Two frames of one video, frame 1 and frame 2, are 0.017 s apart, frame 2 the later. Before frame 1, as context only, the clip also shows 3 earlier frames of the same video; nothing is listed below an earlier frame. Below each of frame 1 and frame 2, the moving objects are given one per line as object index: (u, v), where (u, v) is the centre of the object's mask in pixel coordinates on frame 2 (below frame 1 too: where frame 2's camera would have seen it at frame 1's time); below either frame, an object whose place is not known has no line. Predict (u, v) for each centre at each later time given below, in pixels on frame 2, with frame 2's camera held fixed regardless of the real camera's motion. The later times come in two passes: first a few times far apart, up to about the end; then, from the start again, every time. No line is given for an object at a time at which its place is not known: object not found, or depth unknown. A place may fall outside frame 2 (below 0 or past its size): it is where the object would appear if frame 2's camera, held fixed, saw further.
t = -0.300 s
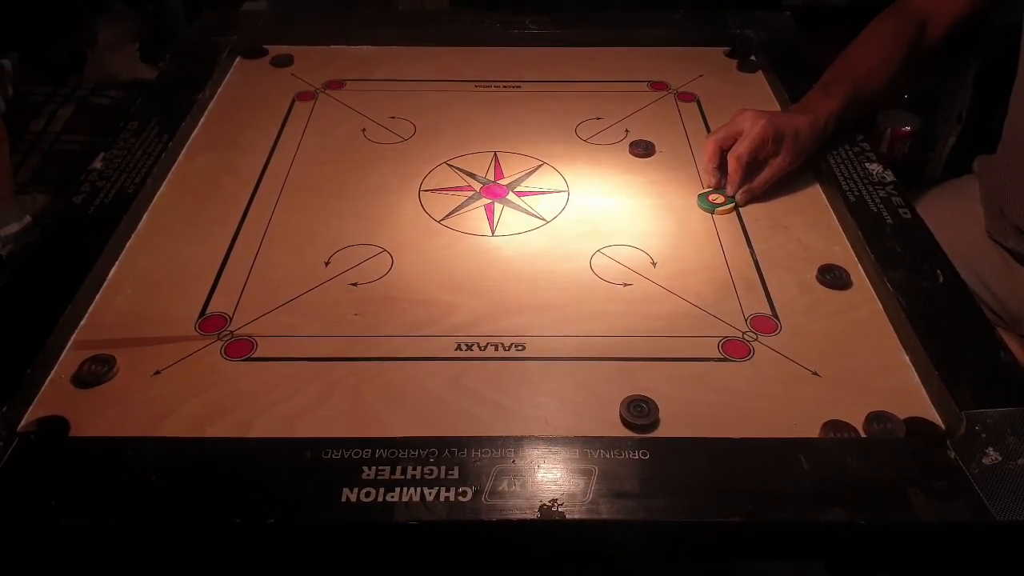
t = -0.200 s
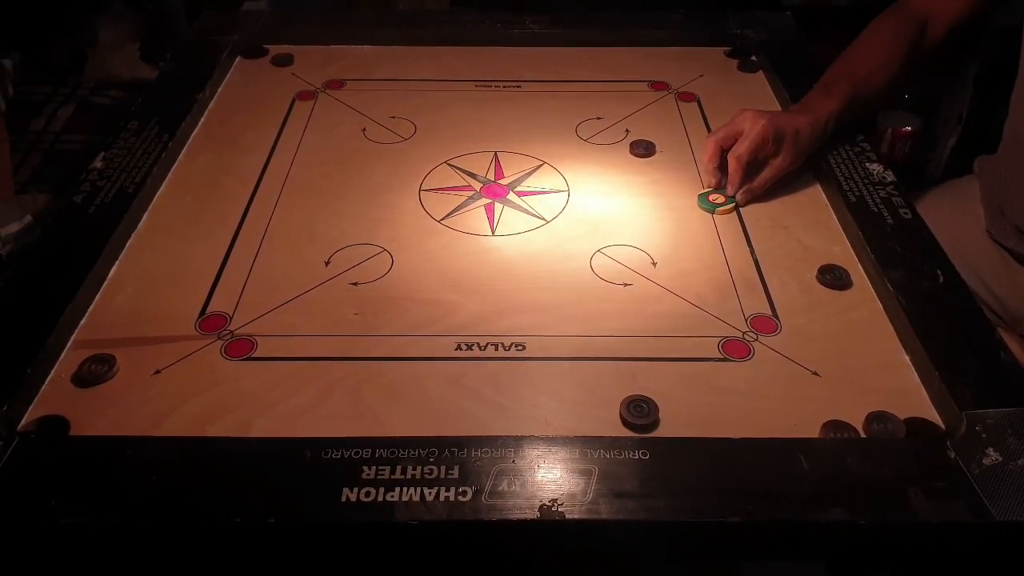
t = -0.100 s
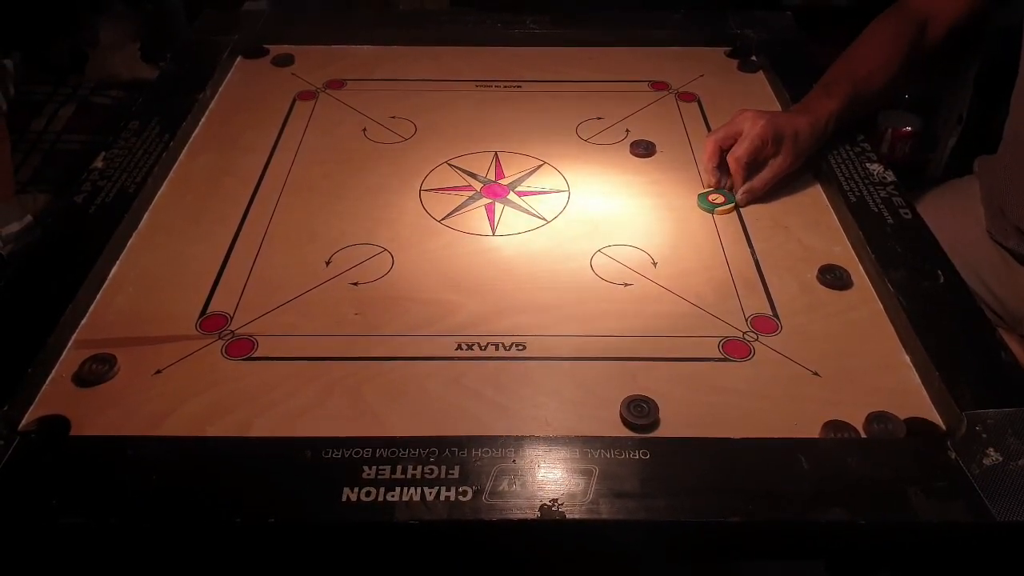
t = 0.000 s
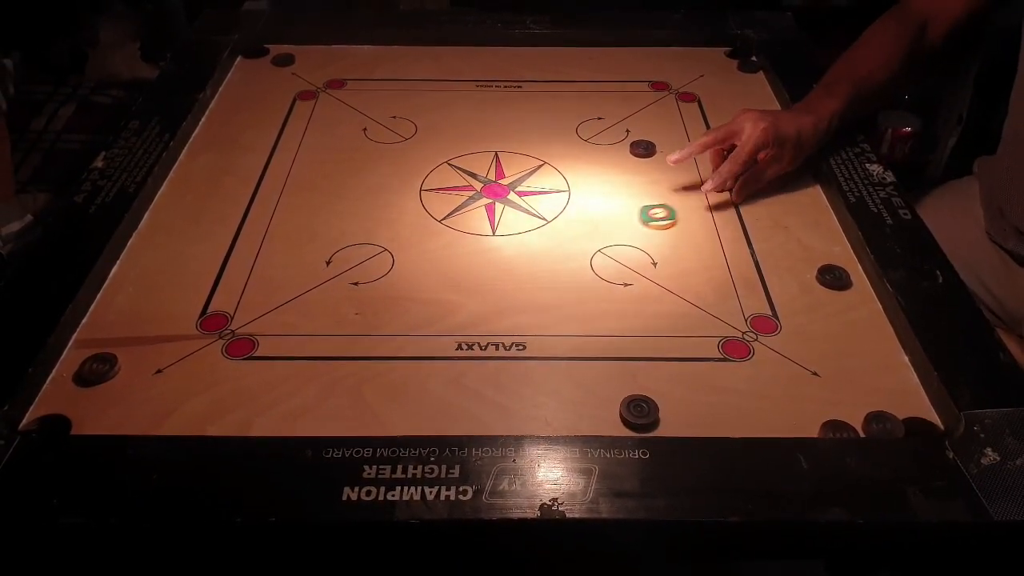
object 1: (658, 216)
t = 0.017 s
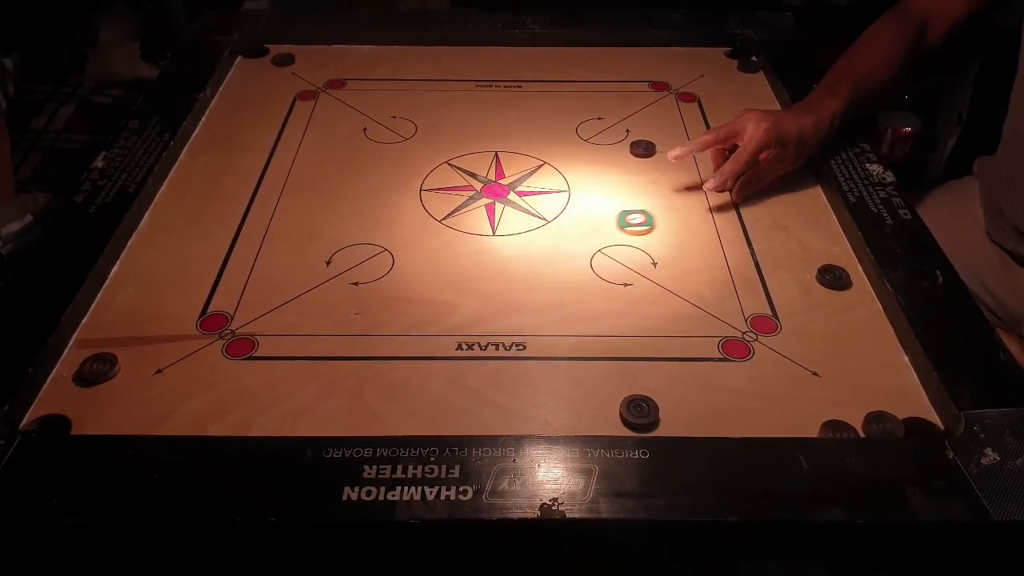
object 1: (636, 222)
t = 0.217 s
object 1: (357, 287)
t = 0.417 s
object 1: (101, 344)
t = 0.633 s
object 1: (287, 354)
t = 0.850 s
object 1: (417, 360)
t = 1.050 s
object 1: (484, 362)
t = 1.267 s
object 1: (499, 362)
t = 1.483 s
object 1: (499, 362)
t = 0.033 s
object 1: (612, 228)
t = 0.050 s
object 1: (590, 233)
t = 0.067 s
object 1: (568, 238)
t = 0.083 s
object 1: (544, 244)
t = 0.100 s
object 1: (521, 249)
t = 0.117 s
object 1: (498, 254)
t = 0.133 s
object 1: (475, 259)
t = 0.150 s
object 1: (452, 265)
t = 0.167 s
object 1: (428, 270)
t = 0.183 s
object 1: (404, 276)
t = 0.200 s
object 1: (381, 281)
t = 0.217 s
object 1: (357, 287)
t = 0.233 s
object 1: (332, 292)
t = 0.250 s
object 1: (307, 298)
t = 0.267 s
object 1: (283, 303)
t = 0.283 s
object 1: (258, 308)
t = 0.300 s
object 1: (235, 314)
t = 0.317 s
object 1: (211, 319)
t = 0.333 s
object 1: (186, 325)
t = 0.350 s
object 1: (162, 330)
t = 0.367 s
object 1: (139, 335)
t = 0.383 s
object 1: (115, 340)
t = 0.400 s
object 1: (95, 342)
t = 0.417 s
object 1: (101, 344)
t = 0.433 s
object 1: (118, 345)
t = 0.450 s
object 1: (133, 345)
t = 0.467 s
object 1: (149, 346)
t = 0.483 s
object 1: (164, 347)
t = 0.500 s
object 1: (178, 348)
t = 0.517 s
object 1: (193, 349)
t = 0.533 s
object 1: (207, 350)
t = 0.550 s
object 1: (221, 351)
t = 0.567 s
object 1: (235, 351)
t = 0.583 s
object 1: (248, 352)
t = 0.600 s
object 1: (261, 353)
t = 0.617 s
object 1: (275, 354)
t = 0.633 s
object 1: (287, 354)
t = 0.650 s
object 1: (299, 355)
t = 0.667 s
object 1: (311, 356)
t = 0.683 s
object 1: (322, 356)
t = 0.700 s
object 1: (334, 357)
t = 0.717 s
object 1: (345, 357)
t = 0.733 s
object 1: (355, 358)
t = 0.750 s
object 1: (365, 358)
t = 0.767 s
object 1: (375, 358)
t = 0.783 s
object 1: (384, 359)
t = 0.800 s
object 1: (393, 359)
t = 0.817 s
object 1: (402, 359)
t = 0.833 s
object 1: (410, 360)
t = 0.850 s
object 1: (417, 360)
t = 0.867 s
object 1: (425, 360)
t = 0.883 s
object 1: (432, 361)
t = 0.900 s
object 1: (439, 361)
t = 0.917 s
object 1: (445, 361)
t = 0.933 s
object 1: (451, 361)
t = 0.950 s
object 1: (457, 361)
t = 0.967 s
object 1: (462, 362)
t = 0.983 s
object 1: (467, 362)
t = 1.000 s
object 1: (472, 362)
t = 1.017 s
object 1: (476, 362)
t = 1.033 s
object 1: (480, 361)
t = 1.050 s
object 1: (484, 362)
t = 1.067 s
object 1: (487, 362)
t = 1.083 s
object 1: (490, 362)
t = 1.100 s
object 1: (492, 362)
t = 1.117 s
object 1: (494, 362)
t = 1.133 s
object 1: (496, 362)
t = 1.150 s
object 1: (497, 362)
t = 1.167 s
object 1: (498, 362)
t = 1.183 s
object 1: (499, 362)
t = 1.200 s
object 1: (500, 362)
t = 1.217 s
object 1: (499, 362)
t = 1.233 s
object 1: (499, 362)
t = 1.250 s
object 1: (499, 362)
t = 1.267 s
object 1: (499, 362)
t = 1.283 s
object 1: (500, 362)
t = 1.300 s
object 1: (500, 362)
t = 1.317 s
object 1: (499, 363)
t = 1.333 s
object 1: (499, 362)
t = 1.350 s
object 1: (499, 363)
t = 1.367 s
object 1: (499, 363)
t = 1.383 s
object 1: (500, 363)
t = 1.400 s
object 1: (499, 363)
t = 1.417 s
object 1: (499, 362)
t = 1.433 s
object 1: (499, 362)
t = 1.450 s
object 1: (499, 362)
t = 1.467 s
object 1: (499, 362)
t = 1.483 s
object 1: (499, 362)
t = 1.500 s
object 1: (499, 362)
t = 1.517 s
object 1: (499, 362)
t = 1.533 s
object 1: (499, 362)
